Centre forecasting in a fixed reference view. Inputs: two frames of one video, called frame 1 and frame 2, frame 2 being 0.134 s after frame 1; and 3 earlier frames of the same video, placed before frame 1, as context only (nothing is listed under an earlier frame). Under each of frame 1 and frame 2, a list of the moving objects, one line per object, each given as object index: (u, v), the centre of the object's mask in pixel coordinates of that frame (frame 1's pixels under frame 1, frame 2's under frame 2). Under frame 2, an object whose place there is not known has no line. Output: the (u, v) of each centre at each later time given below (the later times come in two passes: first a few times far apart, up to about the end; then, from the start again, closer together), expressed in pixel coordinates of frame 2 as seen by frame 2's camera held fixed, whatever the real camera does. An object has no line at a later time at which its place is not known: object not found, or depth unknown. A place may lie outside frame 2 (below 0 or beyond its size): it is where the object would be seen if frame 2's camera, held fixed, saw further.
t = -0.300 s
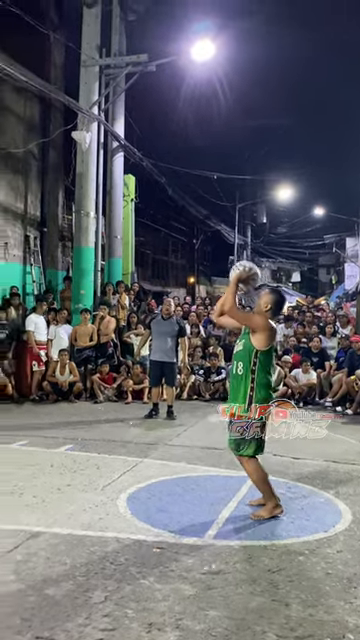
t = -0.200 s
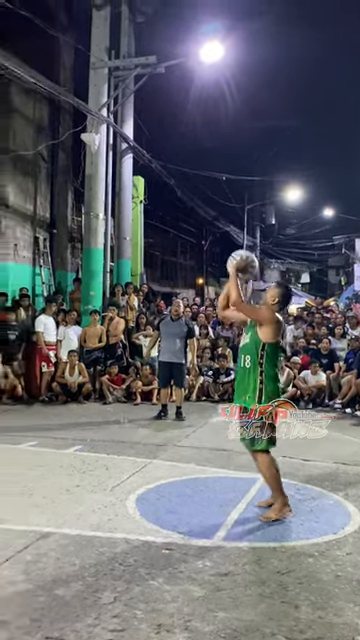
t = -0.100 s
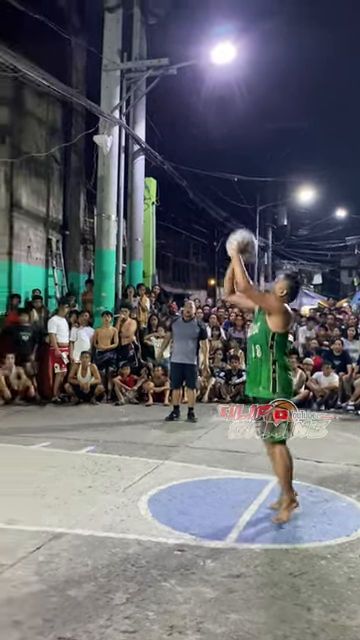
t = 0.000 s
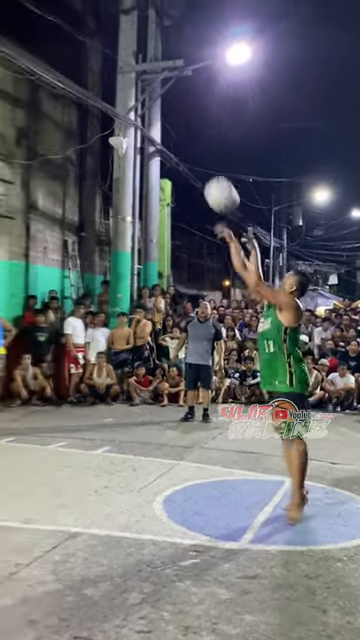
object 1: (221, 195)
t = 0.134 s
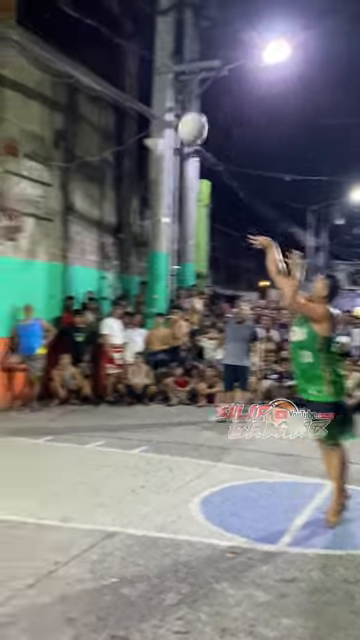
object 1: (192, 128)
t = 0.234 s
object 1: (147, 95)
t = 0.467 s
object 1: (51, 69)
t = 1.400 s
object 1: (-95, 231)
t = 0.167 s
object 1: (176, 113)
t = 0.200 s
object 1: (161, 104)
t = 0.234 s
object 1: (147, 95)
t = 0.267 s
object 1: (133, 87)
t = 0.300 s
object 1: (119, 81)
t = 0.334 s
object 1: (104, 76)
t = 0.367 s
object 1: (91, 73)
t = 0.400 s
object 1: (77, 71)
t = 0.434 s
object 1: (65, 69)
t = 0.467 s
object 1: (51, 69)
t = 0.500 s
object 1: (39, 71)
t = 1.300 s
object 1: (-90, 207)
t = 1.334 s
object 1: (-91, 214)
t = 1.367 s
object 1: (-90, 223)
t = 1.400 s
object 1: (-95, 231)
